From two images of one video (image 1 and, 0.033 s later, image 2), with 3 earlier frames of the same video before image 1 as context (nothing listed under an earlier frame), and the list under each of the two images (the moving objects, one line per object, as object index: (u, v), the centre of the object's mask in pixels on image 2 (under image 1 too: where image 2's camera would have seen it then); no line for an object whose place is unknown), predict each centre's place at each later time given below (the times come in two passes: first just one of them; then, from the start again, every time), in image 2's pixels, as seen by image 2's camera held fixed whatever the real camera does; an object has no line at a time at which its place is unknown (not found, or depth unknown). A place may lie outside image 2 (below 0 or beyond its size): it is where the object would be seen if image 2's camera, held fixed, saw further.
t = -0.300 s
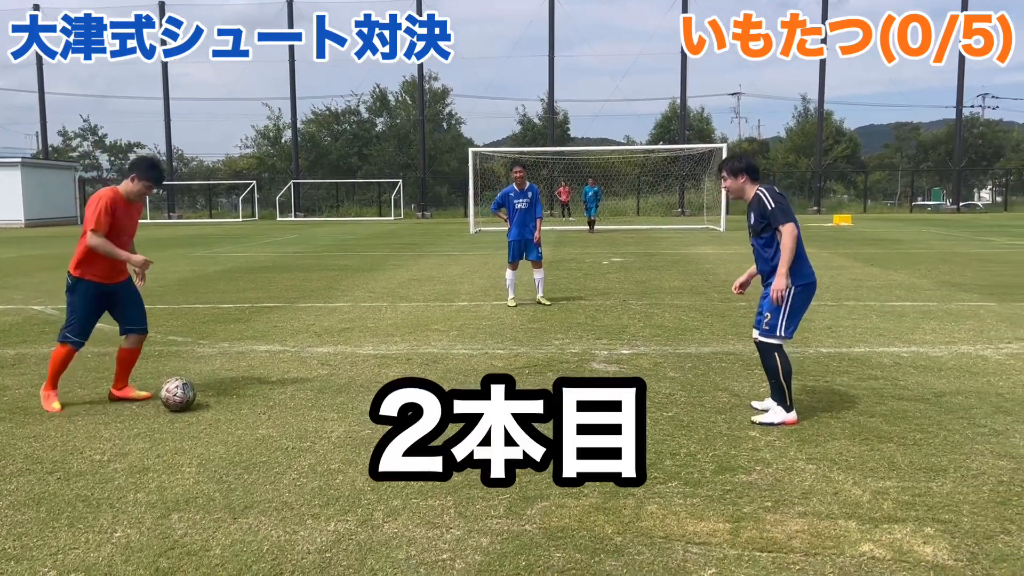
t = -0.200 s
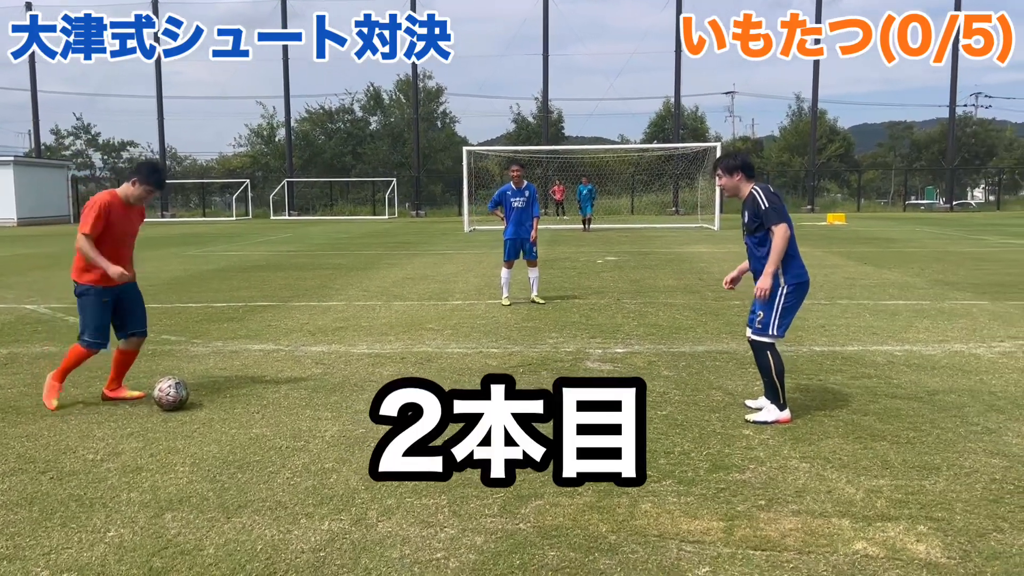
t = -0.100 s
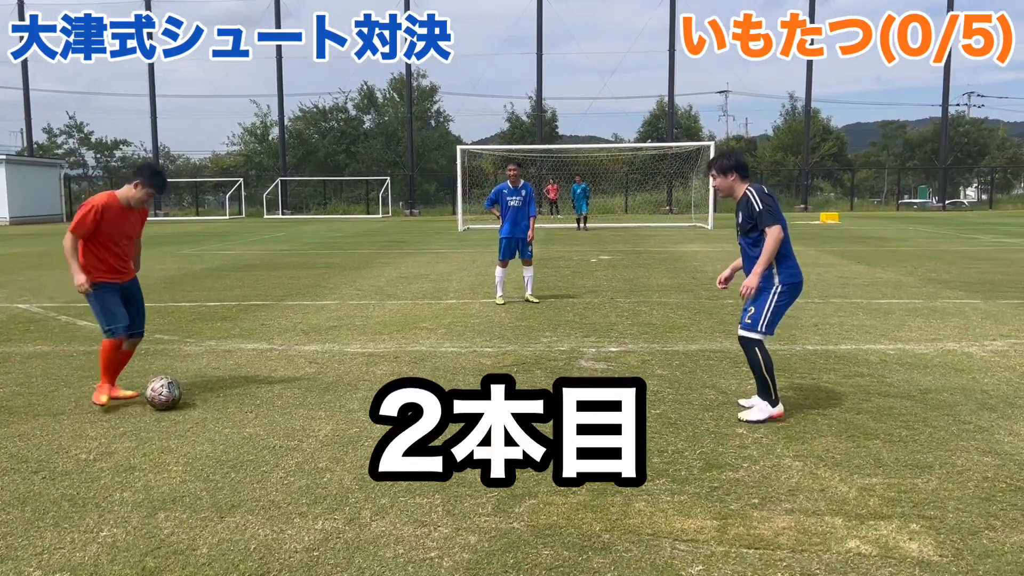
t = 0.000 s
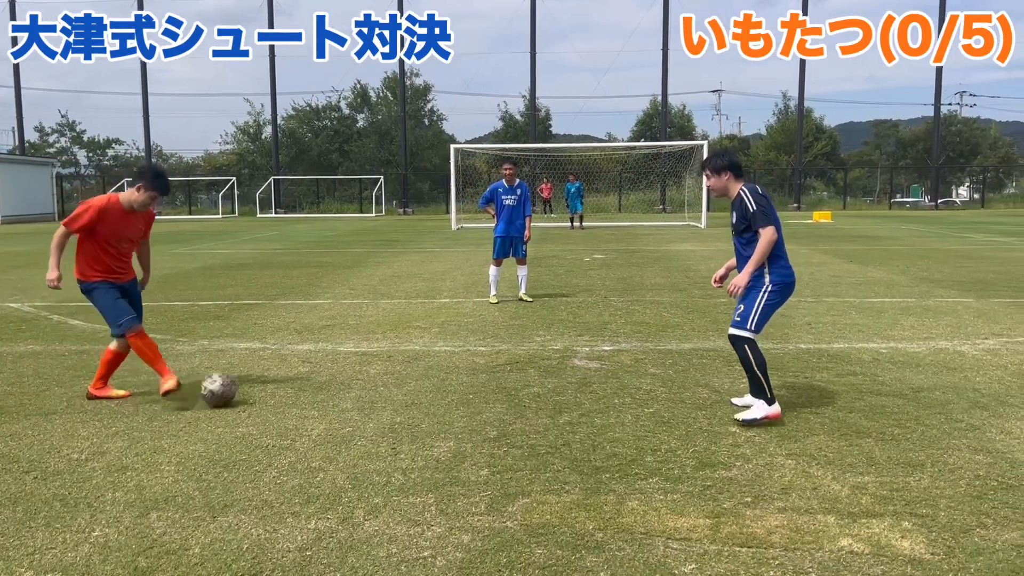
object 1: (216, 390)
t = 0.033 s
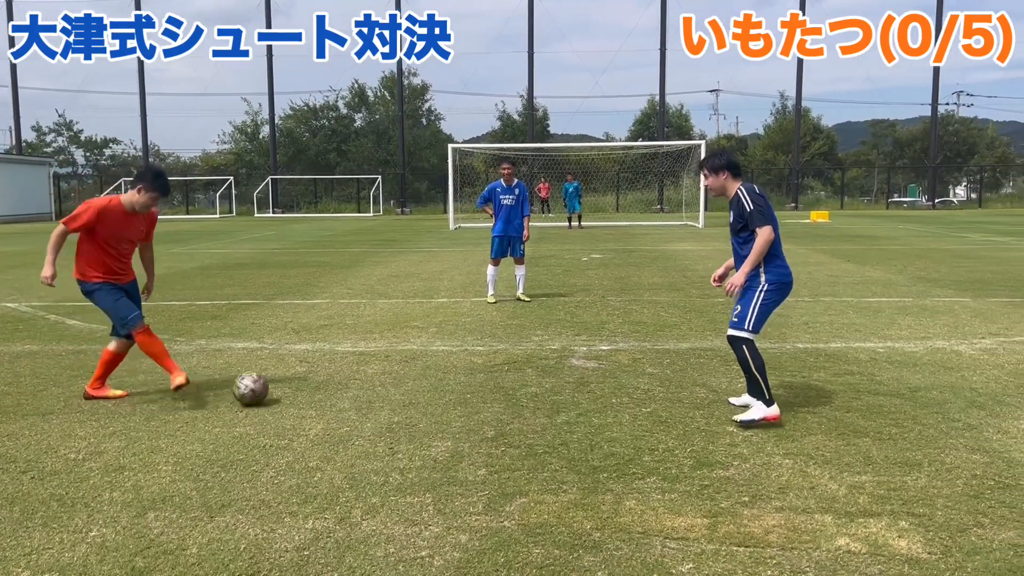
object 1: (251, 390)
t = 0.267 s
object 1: (463, 384)
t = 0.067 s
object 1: (284, 389)
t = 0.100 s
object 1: (316, 387)
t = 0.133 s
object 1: (349, 387)
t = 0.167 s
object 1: (379, 387)
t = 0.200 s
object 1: (408, 385)
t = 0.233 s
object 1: (436, 384)
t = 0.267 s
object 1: (463, 384)
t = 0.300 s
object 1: (490, 382)
